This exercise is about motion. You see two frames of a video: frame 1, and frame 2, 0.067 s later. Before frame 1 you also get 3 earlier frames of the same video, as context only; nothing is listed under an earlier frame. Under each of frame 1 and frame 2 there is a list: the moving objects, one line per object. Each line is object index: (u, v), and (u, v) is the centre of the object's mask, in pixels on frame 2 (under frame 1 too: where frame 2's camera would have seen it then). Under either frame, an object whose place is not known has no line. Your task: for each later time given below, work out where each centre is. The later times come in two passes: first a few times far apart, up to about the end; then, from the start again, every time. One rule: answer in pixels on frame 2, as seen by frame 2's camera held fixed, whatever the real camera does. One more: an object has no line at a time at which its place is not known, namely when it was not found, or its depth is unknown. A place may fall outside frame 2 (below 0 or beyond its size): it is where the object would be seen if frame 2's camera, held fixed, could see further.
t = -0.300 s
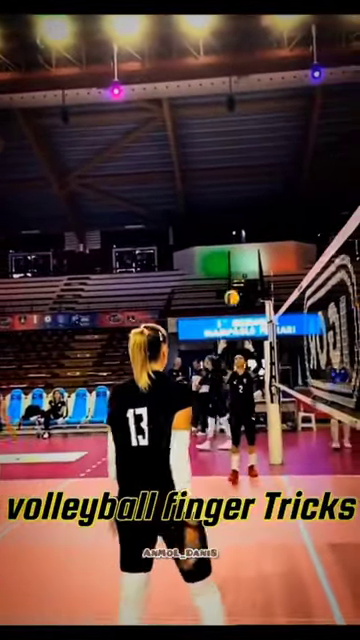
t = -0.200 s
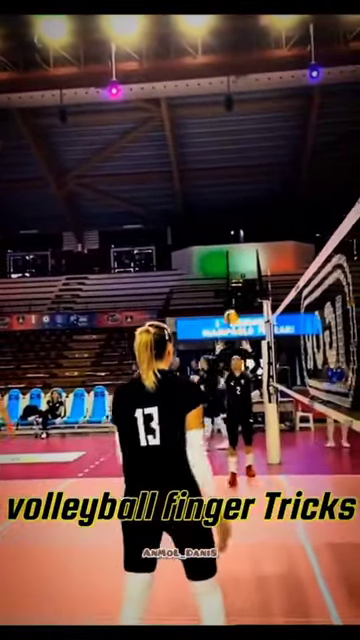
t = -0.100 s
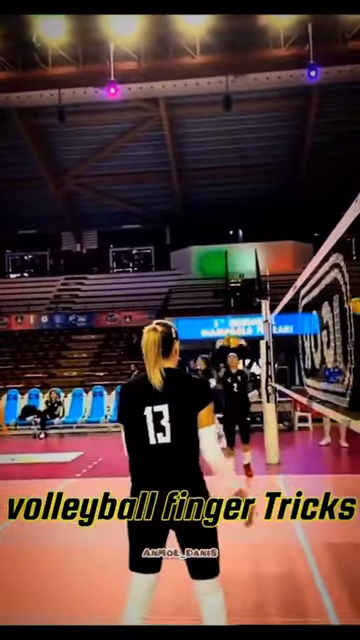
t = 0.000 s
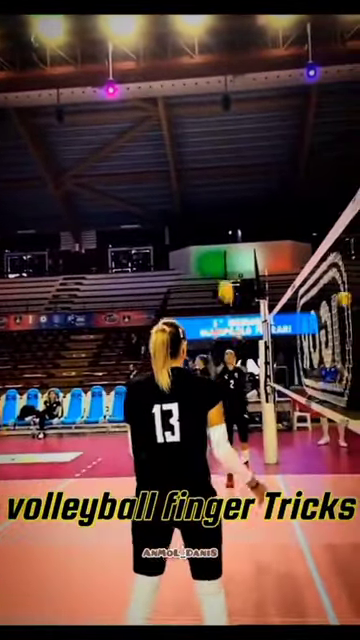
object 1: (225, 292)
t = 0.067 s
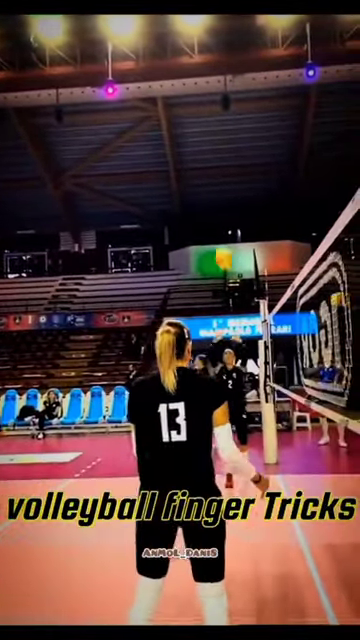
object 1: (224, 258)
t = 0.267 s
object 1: (217, 164)
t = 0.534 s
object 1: (209, 65)
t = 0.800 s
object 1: (204, 16)
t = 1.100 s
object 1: (192, 71)
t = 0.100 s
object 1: (223, 242)
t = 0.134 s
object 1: (221, 225)
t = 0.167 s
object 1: (220, 209)
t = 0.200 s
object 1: (219, 194)
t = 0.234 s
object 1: (218, 179)
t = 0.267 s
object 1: (217, 164)
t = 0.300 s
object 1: (215, 150)
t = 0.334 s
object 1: (214, 136)
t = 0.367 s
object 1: (213, 122)
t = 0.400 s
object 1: (213, 110)
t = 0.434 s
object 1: (212, 97)
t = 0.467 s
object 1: (211, 86)
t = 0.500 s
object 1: (211, 75)
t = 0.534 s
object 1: (209, 65)
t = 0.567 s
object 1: (208, 55)
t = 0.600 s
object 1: (207, 46)
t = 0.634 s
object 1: (207, 38)
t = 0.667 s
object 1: (208, 33)
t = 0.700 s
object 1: (207, 28)
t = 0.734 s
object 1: (205, 21)
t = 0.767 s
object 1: (204, 18)
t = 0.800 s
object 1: (204, 16)
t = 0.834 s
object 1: (203, 15)
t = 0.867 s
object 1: (198, 15)
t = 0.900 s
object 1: (198, 16)
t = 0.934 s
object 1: (197, 18)
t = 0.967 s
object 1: (196, 23)
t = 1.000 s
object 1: (195, 34)
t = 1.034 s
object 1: (195, 45)
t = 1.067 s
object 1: (193, 53)
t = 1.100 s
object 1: (192, 71)
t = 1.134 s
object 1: (192, 91)
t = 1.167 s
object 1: (191, 115)
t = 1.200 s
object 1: (190, 144)
